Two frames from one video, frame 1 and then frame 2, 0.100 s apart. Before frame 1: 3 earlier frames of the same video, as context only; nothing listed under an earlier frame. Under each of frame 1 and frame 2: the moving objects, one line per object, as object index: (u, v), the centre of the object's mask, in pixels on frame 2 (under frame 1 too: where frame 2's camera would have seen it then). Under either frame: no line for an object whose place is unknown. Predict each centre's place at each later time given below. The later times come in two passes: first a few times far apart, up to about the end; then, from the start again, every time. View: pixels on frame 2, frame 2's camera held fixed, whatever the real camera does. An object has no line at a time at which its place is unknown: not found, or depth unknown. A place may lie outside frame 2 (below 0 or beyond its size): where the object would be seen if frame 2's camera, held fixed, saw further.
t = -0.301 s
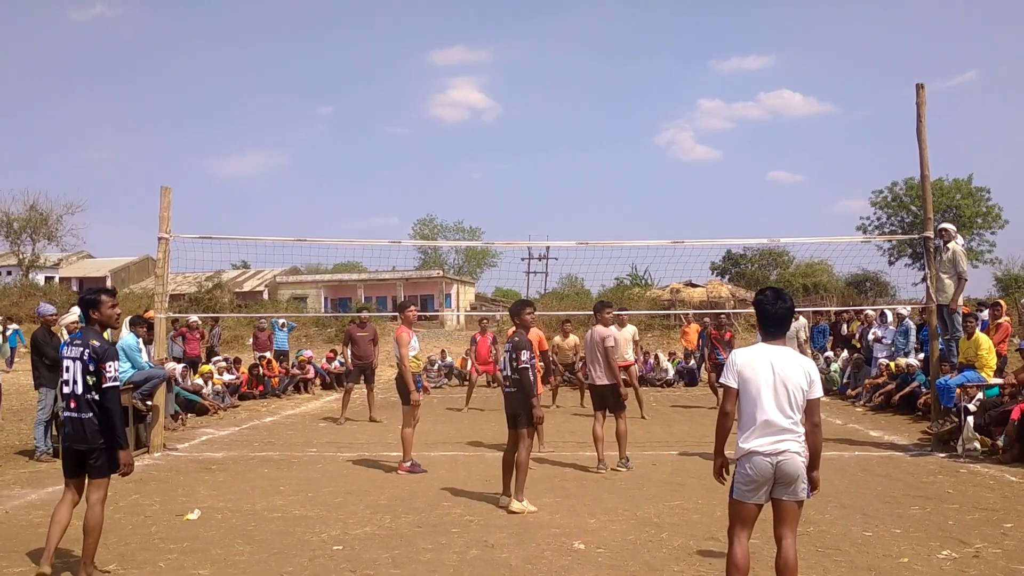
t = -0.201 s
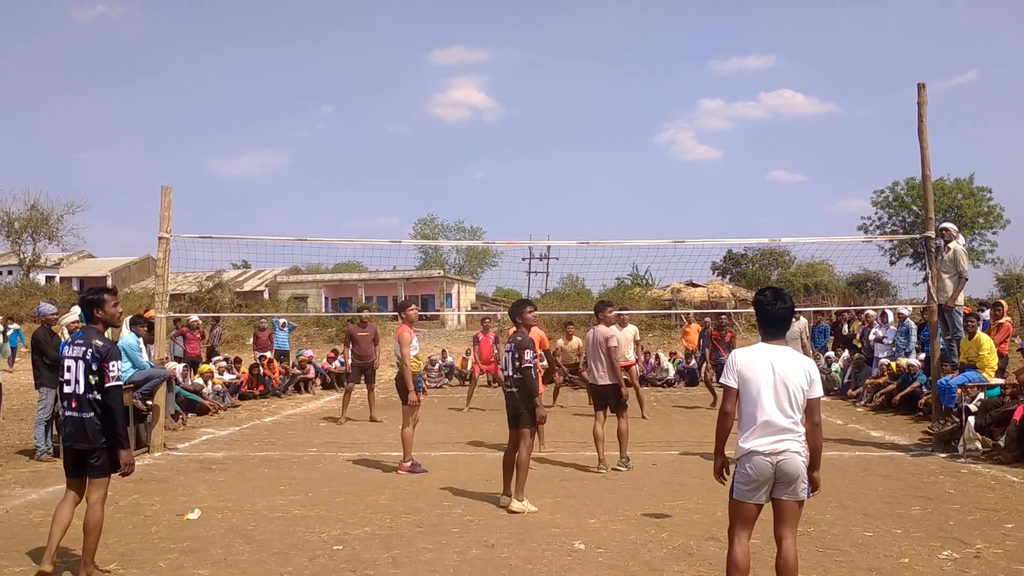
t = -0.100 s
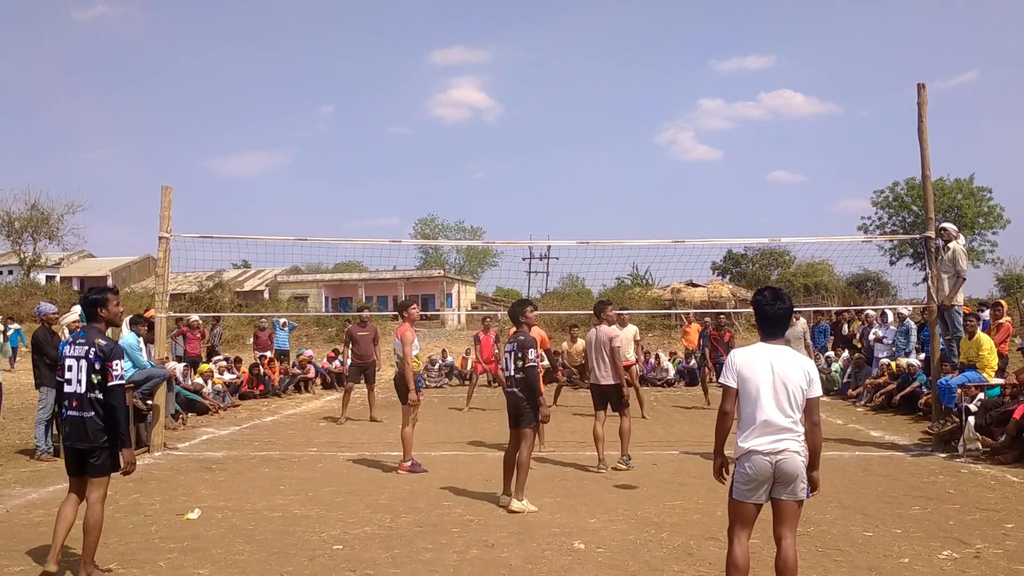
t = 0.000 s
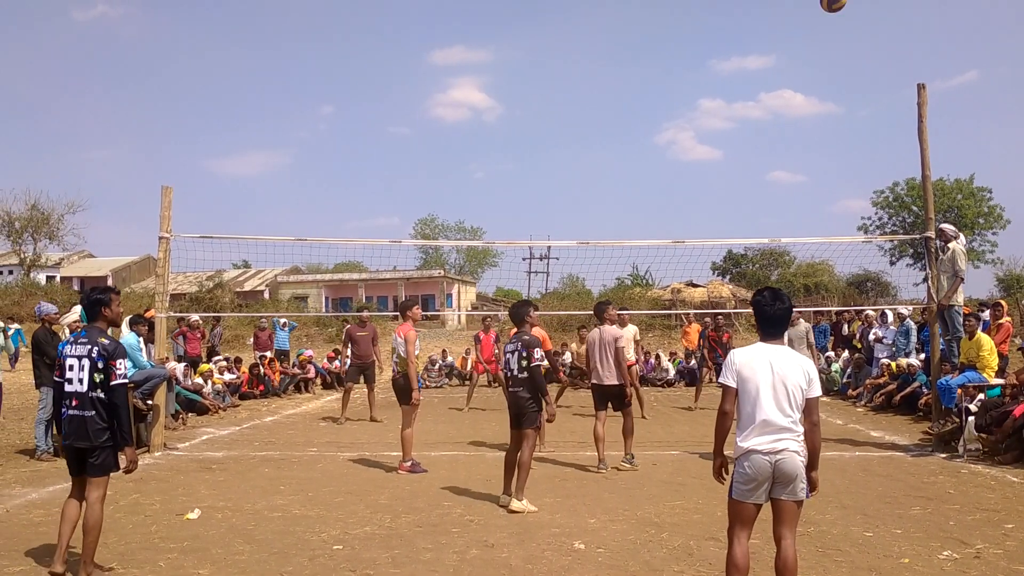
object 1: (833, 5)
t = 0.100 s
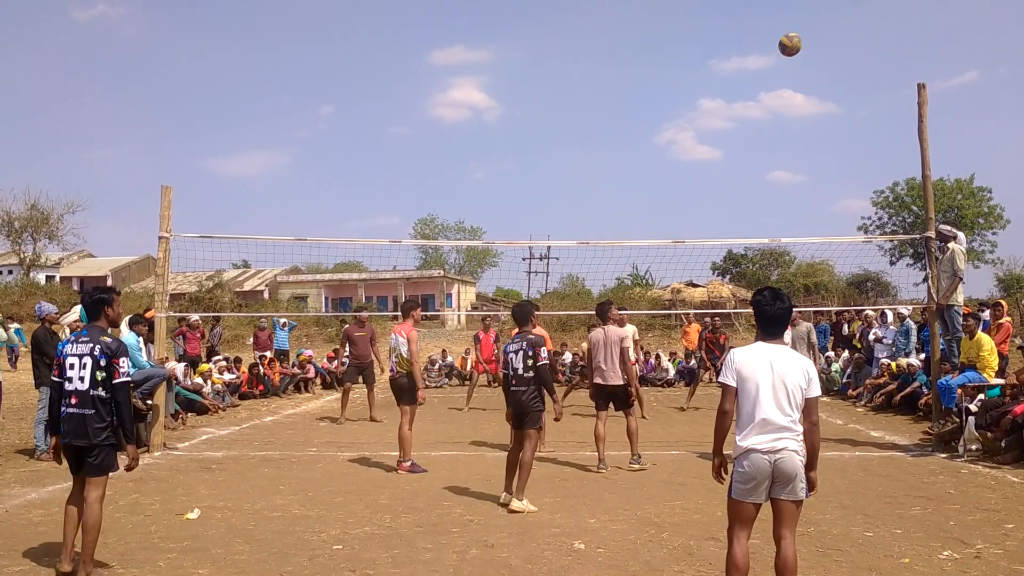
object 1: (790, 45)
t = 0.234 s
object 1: (748, 107)
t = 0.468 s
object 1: (696, 214)
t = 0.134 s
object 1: (778, 60)
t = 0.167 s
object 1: (767, 75)
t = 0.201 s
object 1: (757, 91)
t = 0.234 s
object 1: (748, 107)
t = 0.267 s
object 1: (739, 122)
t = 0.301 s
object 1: (731, 137)
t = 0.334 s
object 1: (723, 152)
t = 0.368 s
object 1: (716, 168)
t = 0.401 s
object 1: (709, 183)
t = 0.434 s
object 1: (703, 198)
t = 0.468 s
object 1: (696, 214)
